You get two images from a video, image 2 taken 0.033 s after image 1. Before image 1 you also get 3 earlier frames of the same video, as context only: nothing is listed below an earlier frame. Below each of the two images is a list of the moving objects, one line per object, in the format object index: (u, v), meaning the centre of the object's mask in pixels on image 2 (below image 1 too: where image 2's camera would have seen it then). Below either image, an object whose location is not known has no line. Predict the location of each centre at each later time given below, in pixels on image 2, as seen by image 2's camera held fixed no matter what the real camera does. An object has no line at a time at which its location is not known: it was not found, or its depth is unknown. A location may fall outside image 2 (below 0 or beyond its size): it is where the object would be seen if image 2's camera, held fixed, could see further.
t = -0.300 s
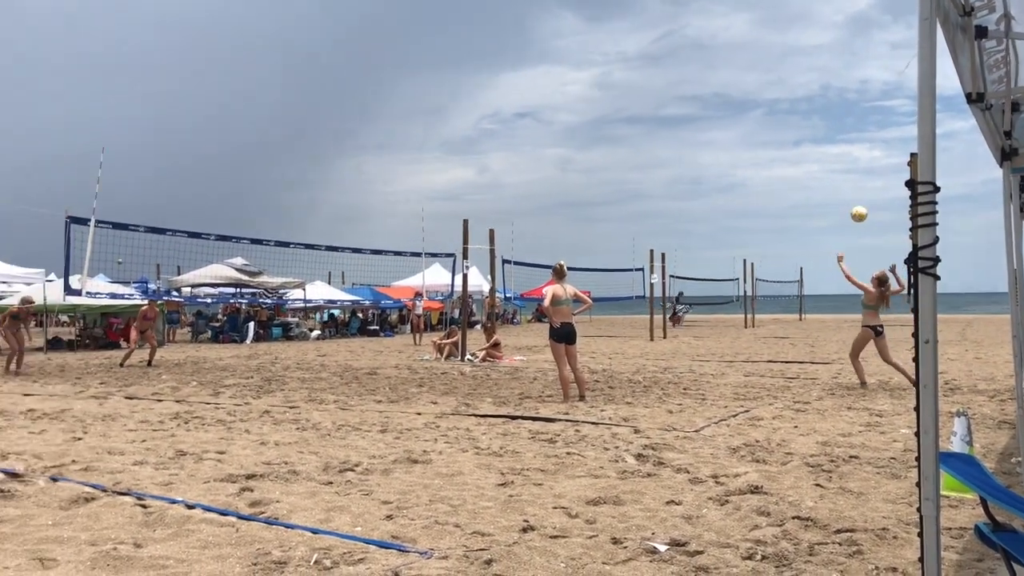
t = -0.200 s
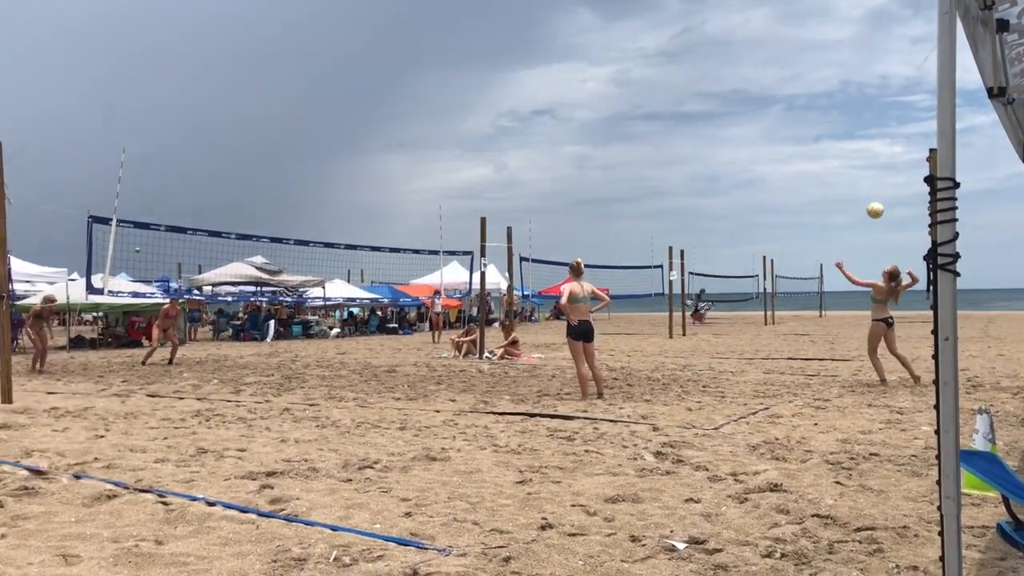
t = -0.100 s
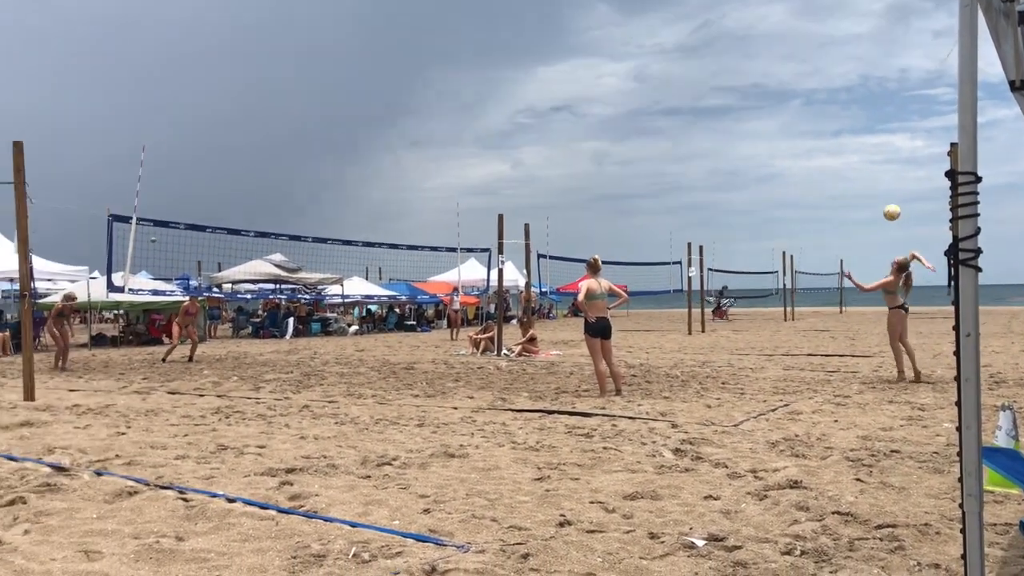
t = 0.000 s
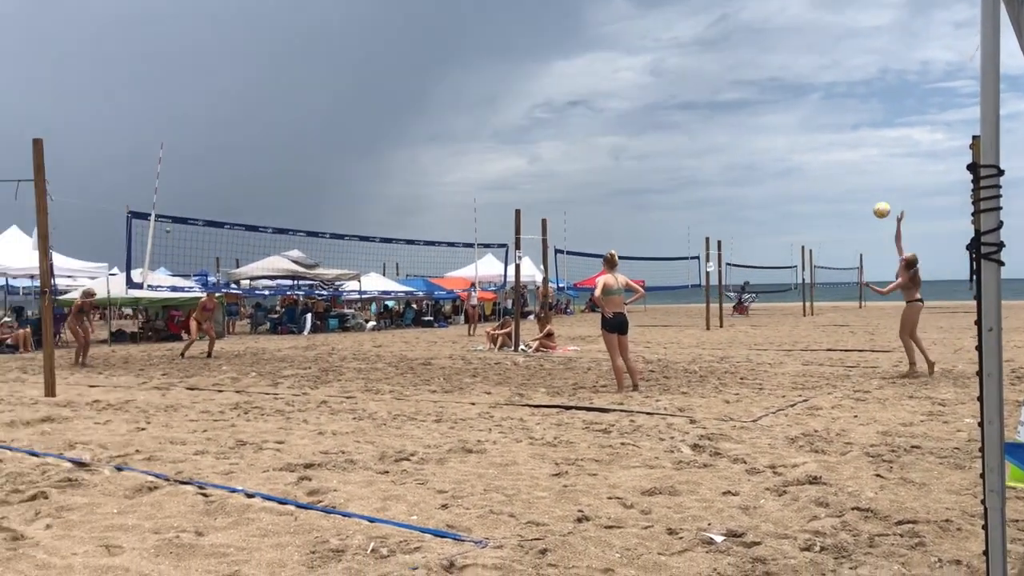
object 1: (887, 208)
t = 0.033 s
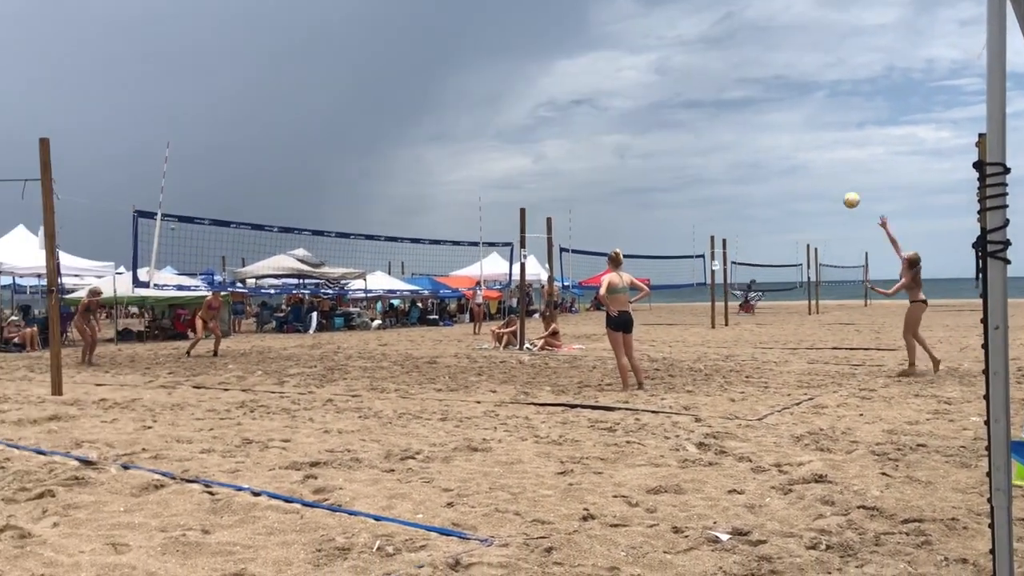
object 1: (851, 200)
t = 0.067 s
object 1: (817, 193)
